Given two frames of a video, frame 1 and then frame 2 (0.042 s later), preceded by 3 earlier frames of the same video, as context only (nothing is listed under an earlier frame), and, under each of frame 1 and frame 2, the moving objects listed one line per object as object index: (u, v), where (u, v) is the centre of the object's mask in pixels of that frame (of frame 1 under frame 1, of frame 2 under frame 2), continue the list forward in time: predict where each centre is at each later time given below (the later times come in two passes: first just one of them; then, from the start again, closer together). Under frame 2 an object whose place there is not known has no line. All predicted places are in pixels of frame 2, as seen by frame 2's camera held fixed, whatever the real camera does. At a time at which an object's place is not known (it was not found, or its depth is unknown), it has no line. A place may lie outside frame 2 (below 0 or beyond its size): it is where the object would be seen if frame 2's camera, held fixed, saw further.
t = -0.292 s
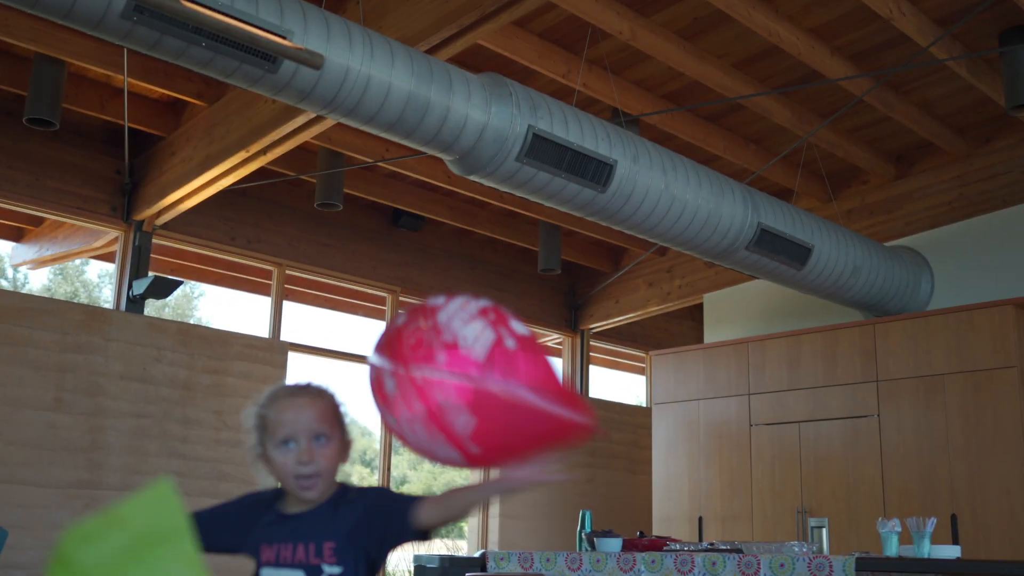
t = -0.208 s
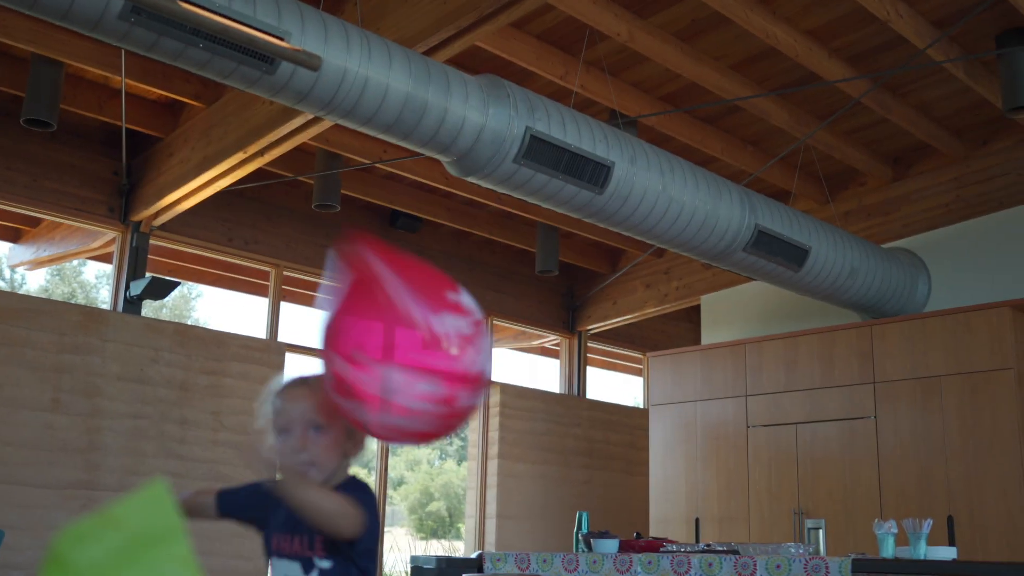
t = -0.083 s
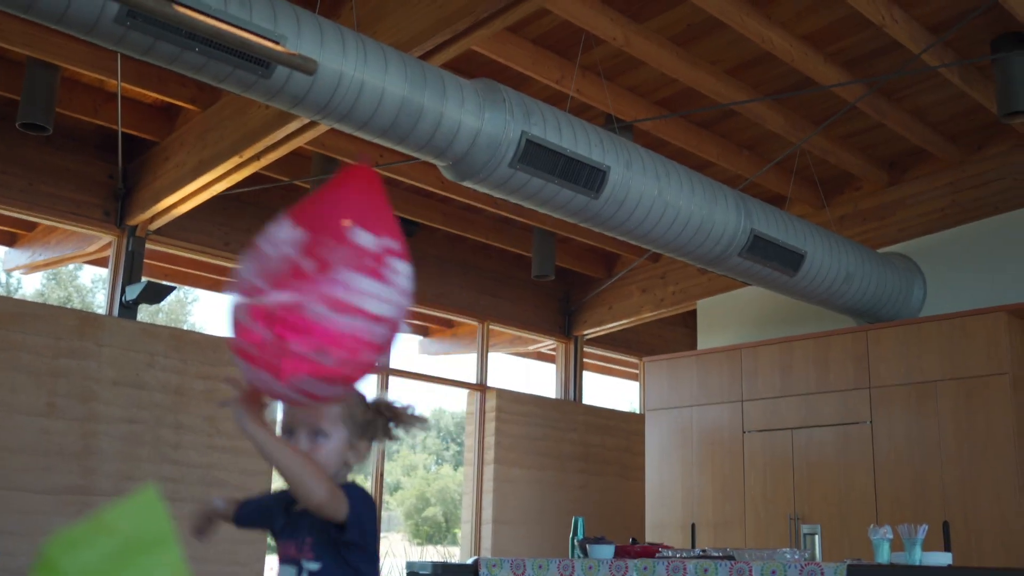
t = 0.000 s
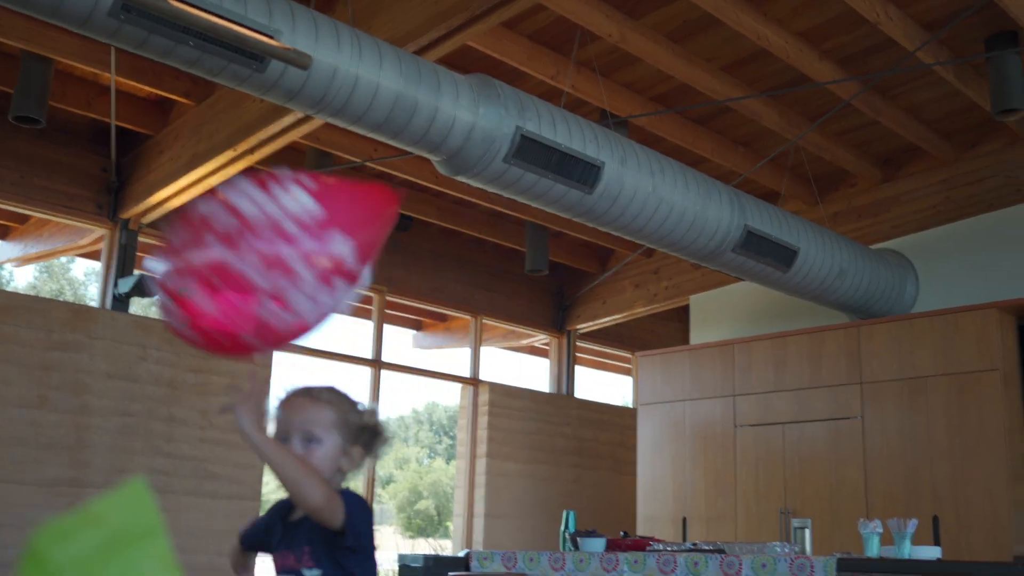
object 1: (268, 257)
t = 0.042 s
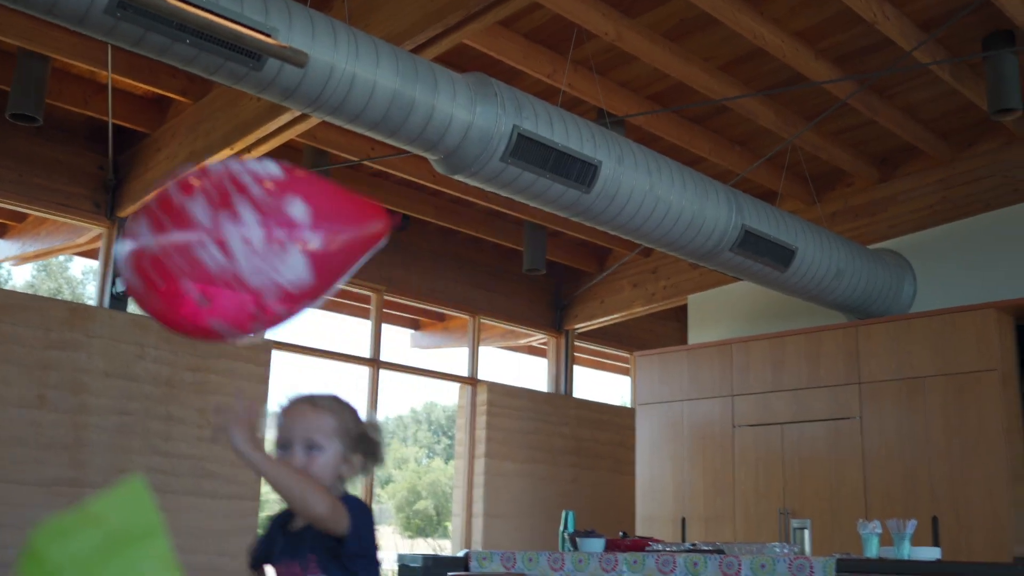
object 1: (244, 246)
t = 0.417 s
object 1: (53, 194)
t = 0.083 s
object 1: (222, 229)
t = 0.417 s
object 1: (53, 194)
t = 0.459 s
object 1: (39, 187)
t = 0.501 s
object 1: (27, 188)
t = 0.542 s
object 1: (20, 190)
